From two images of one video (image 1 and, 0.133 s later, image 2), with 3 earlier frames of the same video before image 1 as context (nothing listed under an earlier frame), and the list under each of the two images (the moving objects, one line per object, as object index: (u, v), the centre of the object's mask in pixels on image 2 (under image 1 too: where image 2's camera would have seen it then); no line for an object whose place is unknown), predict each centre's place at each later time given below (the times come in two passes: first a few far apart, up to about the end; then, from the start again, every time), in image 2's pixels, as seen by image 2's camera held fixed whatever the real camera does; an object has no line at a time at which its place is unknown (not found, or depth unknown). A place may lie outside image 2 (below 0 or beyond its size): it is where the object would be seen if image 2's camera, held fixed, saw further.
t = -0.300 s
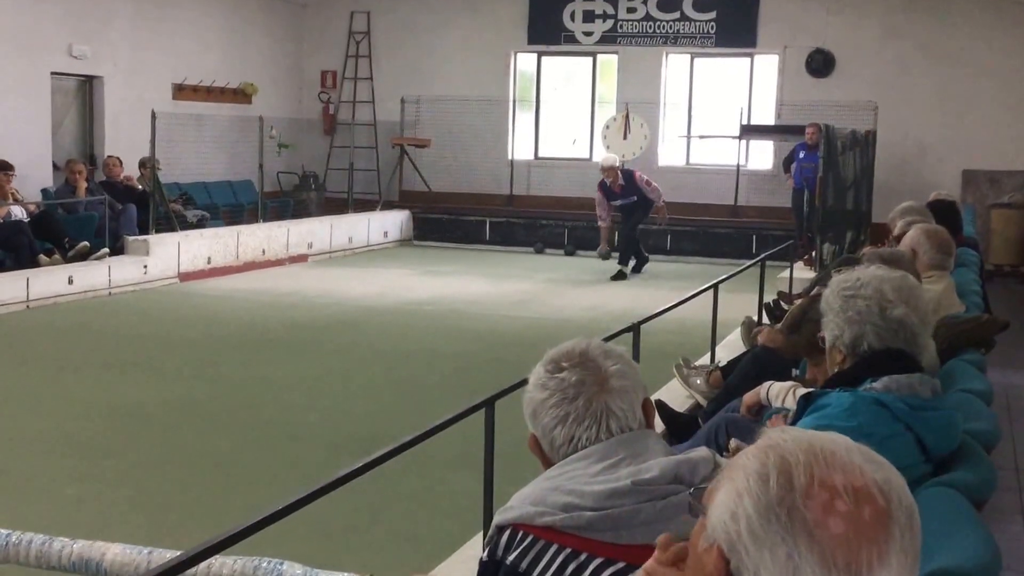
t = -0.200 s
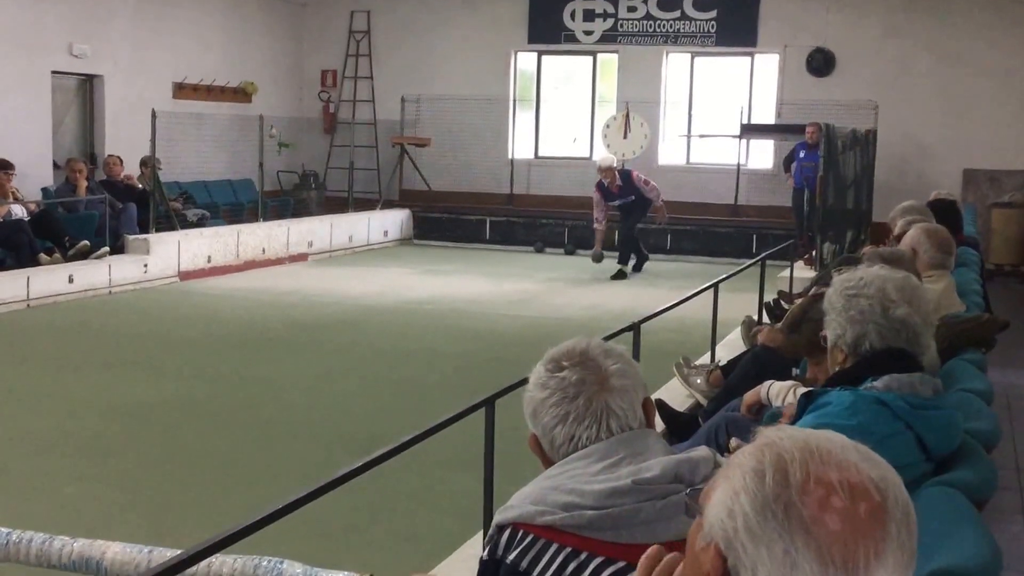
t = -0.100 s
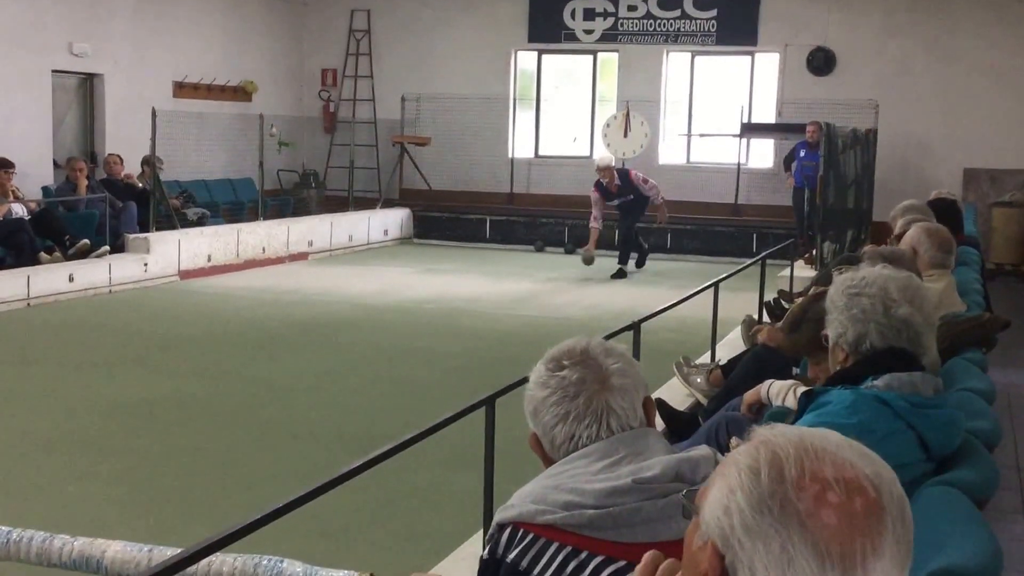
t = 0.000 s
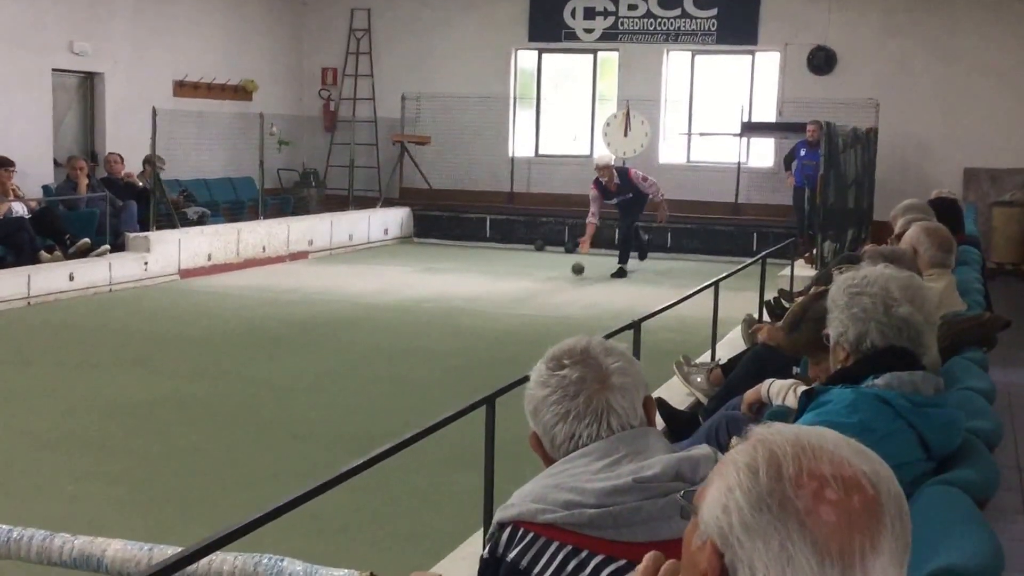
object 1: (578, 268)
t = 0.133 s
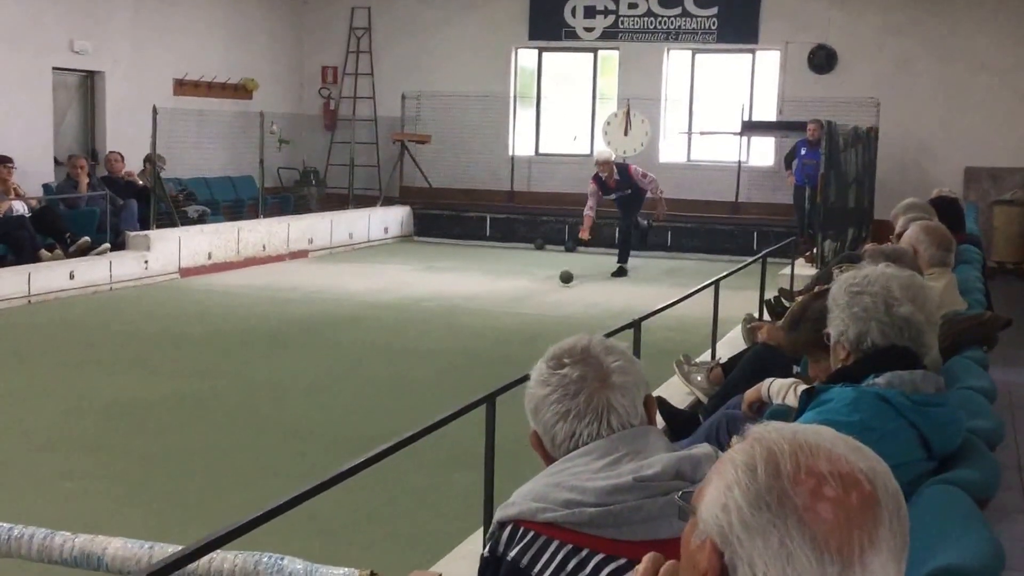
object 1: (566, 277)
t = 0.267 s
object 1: (555, 282)
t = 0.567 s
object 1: (529, 290)
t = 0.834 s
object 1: (504, 297)
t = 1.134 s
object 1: (473, 305)
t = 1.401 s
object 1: (443, 314)
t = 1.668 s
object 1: (408, 324)
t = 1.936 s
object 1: (363, 336)
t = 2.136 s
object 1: (326, 345)
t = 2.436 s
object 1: (272, 360)
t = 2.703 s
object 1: (221, 373)
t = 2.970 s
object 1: (164, 389)
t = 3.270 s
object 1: (90, 409)
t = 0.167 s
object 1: (563, 279)
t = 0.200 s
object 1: (561, 281)
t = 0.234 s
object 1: (558, 281)
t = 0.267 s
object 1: (555, 282)
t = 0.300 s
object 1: (552, 283)
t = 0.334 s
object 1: (549, 284)
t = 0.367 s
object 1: (546, 285)
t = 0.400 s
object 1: (543, 285)
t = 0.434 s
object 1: (540, 286)
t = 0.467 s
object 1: (537, 287)
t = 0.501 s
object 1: (534, 288)
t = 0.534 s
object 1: (531, 289)
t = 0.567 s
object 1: (529, 290)
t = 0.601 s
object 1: (525, 290)
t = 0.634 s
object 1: (522, 291)
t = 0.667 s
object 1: (519, 292)
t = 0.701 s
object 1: (516, 293)
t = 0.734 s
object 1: (513, 294)
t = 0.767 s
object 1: (510, 295)
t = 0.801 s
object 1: (507, 296)
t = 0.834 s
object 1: (504, 297)
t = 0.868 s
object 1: (500, 298)
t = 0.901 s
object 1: (497, 298)
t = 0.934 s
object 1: (494, 299)
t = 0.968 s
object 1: (490, 300)
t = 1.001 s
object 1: (487, 301)
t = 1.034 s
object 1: (484, 302)
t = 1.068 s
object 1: (480, 303)
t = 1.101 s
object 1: (477, 304)
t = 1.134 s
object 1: (473, 305)
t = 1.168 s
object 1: (470, 306)
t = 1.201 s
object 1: (466, 307)
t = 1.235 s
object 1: (462, 308)
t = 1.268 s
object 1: (459, 309)
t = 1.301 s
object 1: (455, 310)
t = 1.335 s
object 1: (451, 311)
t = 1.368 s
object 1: (447, 312)
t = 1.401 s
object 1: (443, 314)
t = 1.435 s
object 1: (439, 315)
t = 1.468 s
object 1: (435, 316)
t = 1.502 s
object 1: (431, 317)
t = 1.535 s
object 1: (427, 318)
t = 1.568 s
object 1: (423, 319)
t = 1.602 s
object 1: (418, 321)
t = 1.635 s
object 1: (413, 322)
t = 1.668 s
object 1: (408, 324)
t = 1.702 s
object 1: (403, 325)
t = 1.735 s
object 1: (397, 326)
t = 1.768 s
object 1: (392, 328)
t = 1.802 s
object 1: (386, 329)
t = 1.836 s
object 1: (380, 331)
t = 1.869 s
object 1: (375, 333)
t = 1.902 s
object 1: (369, 334)
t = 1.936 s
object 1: (363, 336)
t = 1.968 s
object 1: (357, 337)
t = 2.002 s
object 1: (351, 339)
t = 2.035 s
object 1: (346, 340)
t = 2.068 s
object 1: (339, 342)
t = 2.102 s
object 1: (333, 344)
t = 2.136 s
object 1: (326, 345)
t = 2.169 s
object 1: (320, 347)
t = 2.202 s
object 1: (314, 349)
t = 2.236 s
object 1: (307, 350)
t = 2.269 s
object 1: (300, 352)
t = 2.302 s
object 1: (300, 352)
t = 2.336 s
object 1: (294, 354)
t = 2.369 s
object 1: (286, 356)
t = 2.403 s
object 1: (279, 358)
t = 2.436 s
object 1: (272, 360)
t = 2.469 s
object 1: (265, 362)
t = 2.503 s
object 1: (259, 363)
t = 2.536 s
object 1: (252, 365)
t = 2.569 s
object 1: (246, 367)
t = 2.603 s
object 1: (240, 368)
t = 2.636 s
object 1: (234, 370)
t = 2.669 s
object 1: (227, 371)
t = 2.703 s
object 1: (221, 373)
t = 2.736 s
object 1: (214, 375)
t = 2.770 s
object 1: (207, 377)
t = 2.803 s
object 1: (200, 379)
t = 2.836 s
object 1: (192, 381)
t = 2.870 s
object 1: (186, 384)
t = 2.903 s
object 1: (179, 385)
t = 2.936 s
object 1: (171, 387)
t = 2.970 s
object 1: (164, 389)
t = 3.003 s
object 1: (156, 392)
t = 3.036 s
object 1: (148, 393)
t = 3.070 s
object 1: (140, 395)
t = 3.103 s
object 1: (132, 398)
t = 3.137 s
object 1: (124, 400)
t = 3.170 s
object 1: (116, 402)
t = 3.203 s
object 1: (107, 404)
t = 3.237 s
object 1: (98, 407)
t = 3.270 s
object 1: (90, 409)
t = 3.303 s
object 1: (81, 411)
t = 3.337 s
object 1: (72, 414)
